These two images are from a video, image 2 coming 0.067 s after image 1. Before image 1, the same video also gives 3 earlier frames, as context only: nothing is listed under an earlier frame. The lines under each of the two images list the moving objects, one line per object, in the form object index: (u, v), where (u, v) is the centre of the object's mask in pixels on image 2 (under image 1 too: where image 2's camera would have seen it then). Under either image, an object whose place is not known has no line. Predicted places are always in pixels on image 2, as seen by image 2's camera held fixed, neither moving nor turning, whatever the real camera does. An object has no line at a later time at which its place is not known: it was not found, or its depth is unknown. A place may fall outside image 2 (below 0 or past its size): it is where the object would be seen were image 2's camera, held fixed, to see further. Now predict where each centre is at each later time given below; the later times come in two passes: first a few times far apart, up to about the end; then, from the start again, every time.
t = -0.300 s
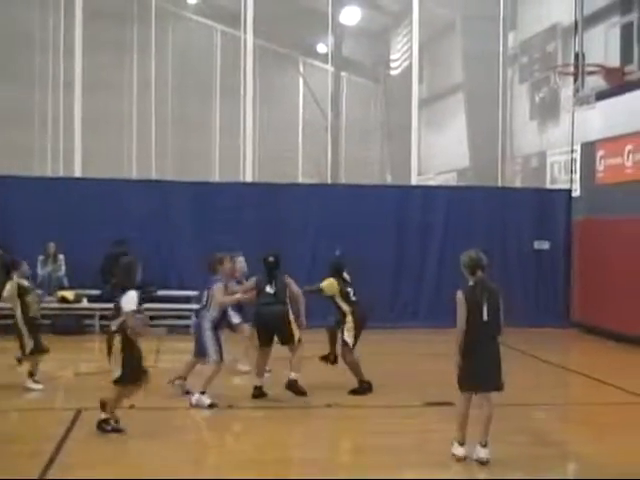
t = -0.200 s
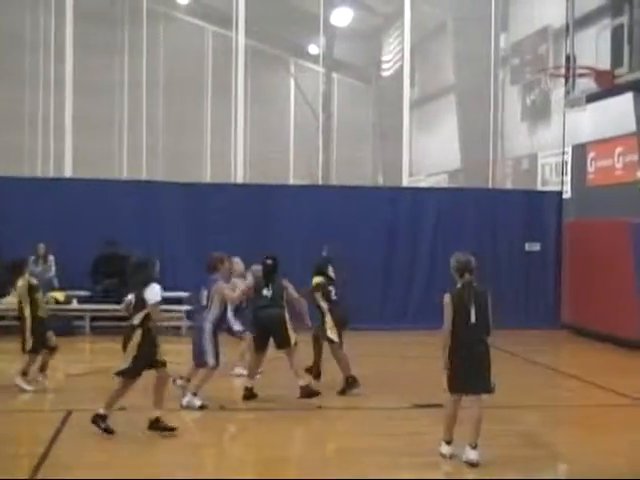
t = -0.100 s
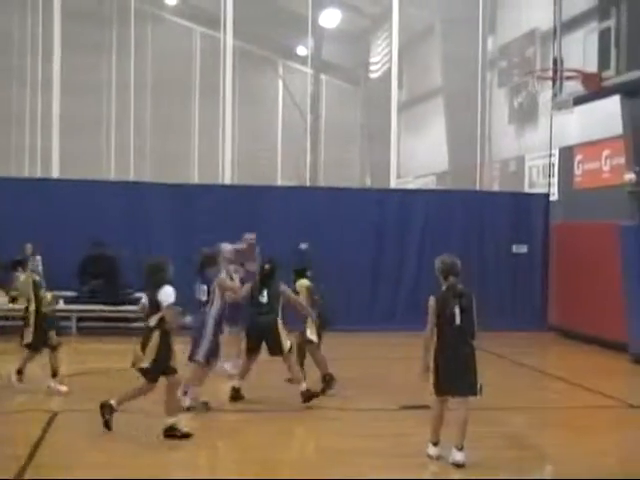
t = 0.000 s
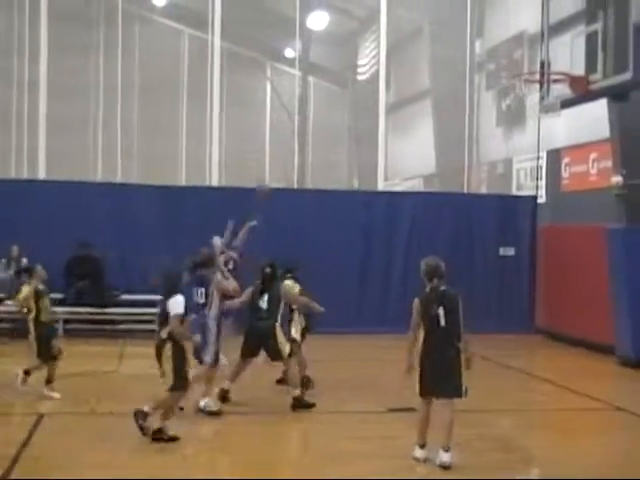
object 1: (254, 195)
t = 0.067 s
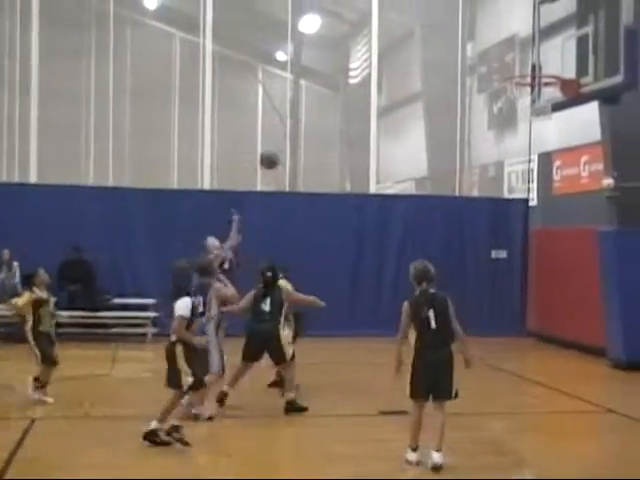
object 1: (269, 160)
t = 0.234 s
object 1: (313, 85)
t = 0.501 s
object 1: (390, 7)
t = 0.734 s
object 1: (467, -11)
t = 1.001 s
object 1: (547, 31)
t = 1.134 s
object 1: (533, 65)
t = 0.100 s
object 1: (276, 143)
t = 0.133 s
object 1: (286, 128)
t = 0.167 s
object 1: (295, 113)
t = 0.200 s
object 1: (303, 99)
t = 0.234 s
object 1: (313, 85)
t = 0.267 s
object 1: (322, 73)
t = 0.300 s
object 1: (331, 61)
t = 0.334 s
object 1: (341, 50)
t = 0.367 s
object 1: (350, 39)
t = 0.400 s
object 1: (360, 30)
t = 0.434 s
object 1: (370, 21)
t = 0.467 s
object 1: (380, 13)
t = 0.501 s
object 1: (390, 7)
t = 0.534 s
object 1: (401, 1)
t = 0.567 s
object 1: (411, -3)
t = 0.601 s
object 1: (422, -8)
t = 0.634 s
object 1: (432, -10)
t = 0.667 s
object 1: (444, -12)
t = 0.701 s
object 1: (455, -12)
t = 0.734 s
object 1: (467, -11)
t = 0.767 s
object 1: (479, -10)
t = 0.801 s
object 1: (492, -7)
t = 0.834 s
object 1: (505, -2)
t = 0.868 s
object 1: (517, 3)
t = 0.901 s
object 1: (530, 11)
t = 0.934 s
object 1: (545, 18)
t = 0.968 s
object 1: (551, 24)
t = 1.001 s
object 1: (547, 31)
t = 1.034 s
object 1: (542, 39)
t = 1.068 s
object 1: (540, 47)
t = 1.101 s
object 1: (537, 55)
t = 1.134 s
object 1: (533, 65)
